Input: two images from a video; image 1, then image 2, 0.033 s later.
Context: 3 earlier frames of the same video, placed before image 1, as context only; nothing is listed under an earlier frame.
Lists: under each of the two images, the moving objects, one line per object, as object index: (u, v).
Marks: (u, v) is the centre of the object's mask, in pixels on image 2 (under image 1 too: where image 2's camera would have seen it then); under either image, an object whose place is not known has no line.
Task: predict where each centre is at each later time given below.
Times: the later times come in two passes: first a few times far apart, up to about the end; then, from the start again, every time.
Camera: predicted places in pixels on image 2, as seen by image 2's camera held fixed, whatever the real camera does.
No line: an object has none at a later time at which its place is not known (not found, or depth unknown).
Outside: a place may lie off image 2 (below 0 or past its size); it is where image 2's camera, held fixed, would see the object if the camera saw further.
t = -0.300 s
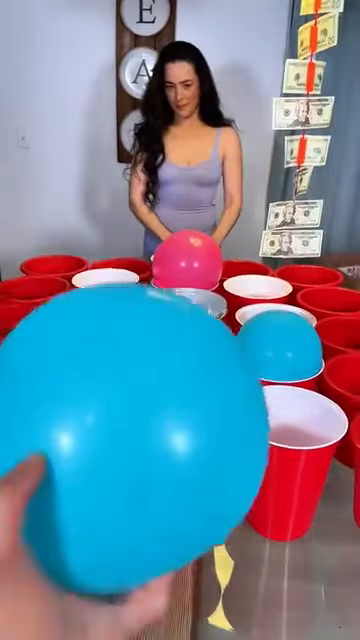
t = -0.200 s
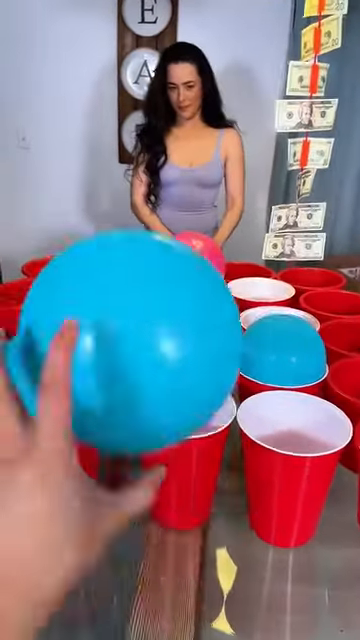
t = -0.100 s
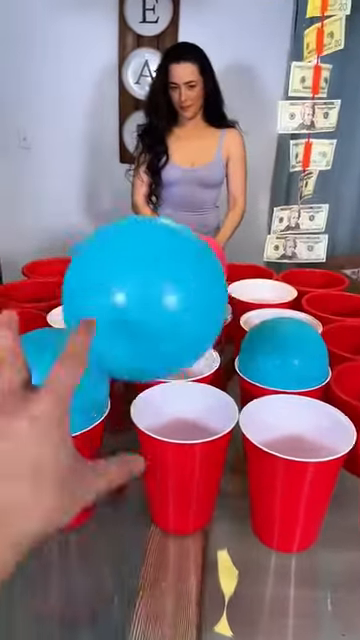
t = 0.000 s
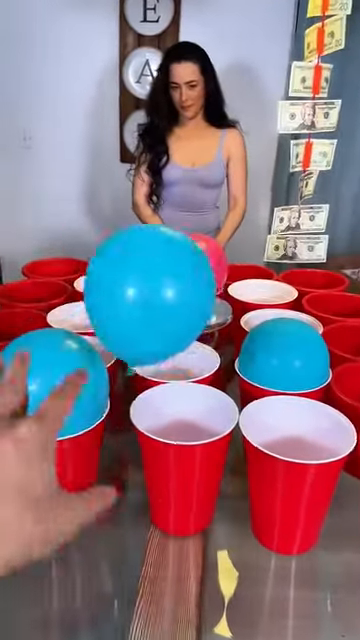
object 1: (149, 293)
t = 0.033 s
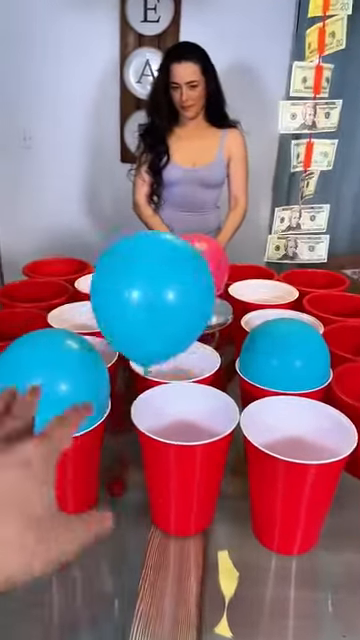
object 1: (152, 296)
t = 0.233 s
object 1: (162, 329)
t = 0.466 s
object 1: (144, 284)
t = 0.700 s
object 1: (128, 258)
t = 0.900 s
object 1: (114, 268)
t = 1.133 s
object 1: (86, 257)
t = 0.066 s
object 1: (154, 300)
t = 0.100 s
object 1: (156, 305)
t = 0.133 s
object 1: (158, 311)
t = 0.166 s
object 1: (160, 319)
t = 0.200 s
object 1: (162, 328)
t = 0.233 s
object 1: (162, 329)
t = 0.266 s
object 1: (158, 317)
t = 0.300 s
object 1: (155, 307)
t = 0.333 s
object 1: (152, 298)
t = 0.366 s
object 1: (151, 293)
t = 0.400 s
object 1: (148, 287)
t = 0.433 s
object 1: (146, 285)
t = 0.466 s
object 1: (144, 284)
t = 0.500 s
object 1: (141, 278)
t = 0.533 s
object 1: (138, 271)
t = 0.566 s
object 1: (135, 265)
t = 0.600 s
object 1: (134, 262)
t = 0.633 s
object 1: (131, 259)
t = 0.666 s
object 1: (130, 258)
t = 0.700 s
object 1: (128, 258)
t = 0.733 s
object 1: (125, 258)
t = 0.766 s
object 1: (123, 260)
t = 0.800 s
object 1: (121, 263)
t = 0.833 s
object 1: (119, 267)
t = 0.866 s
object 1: (117, 273)
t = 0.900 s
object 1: (114, 268)
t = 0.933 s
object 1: (110, 263)
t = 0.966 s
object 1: (106, 259)
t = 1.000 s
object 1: (102, 256)
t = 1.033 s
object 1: (98, 255)
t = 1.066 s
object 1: (94, 255)
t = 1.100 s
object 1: (90, 256)
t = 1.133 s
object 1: (86, 257)
